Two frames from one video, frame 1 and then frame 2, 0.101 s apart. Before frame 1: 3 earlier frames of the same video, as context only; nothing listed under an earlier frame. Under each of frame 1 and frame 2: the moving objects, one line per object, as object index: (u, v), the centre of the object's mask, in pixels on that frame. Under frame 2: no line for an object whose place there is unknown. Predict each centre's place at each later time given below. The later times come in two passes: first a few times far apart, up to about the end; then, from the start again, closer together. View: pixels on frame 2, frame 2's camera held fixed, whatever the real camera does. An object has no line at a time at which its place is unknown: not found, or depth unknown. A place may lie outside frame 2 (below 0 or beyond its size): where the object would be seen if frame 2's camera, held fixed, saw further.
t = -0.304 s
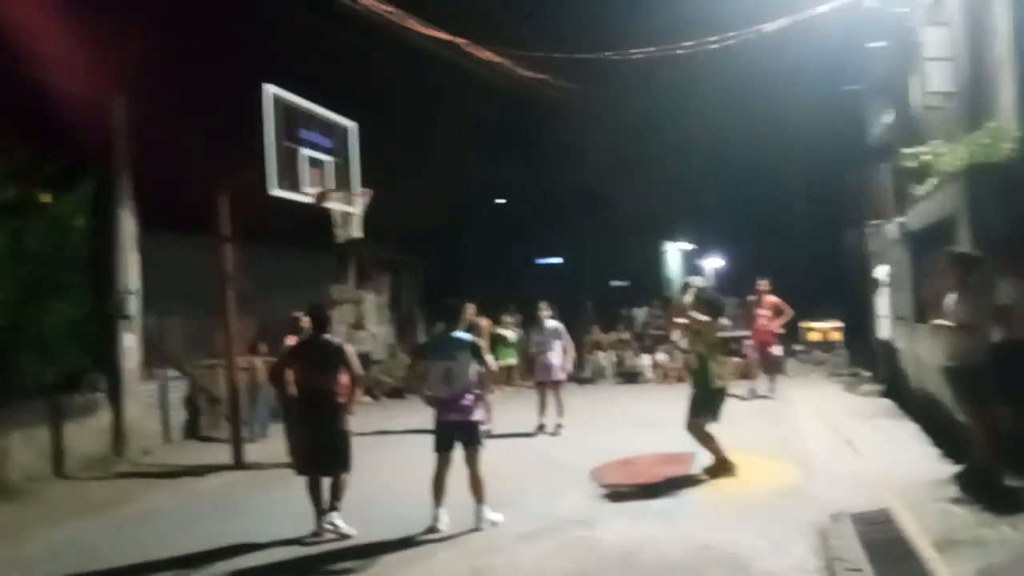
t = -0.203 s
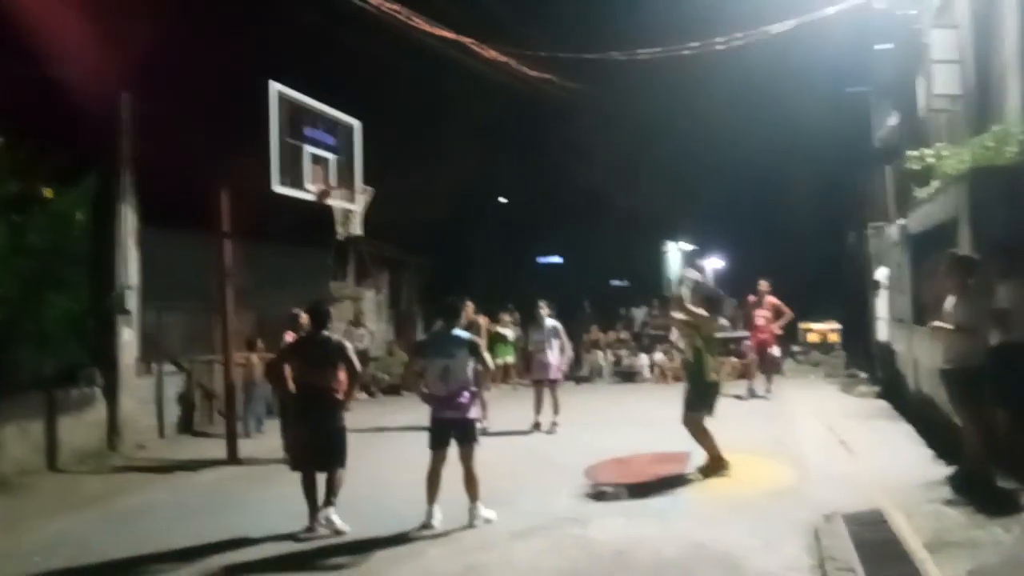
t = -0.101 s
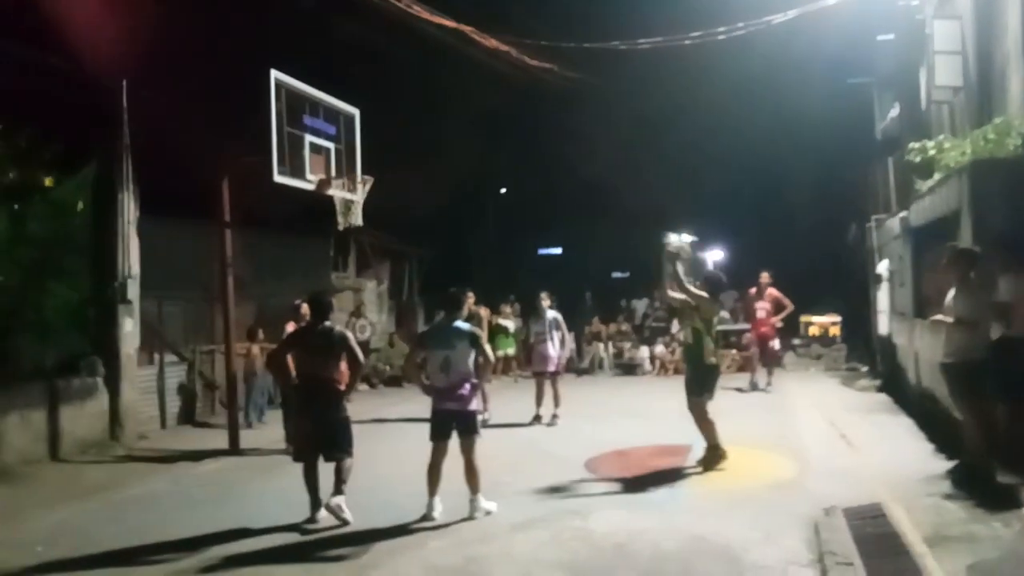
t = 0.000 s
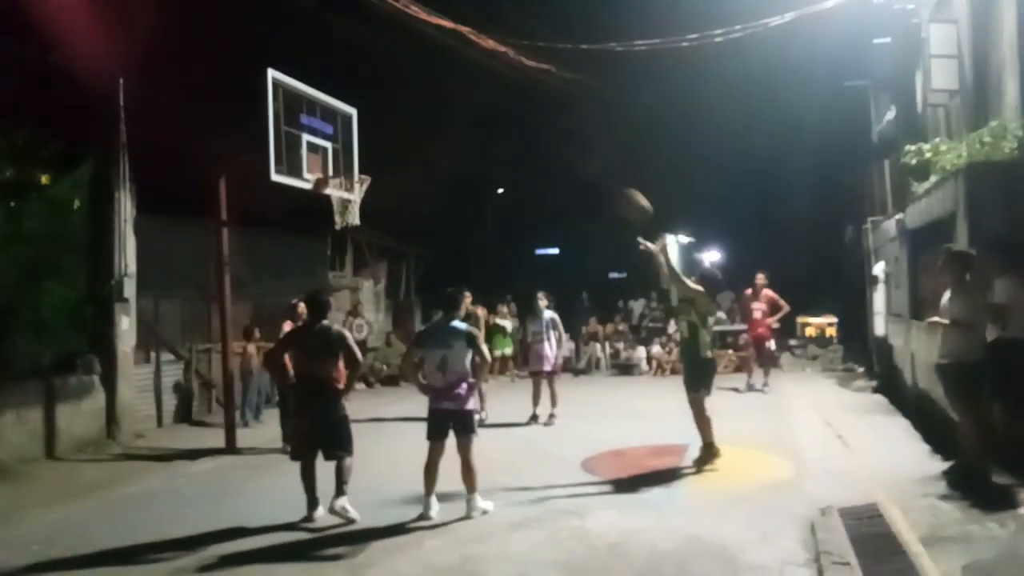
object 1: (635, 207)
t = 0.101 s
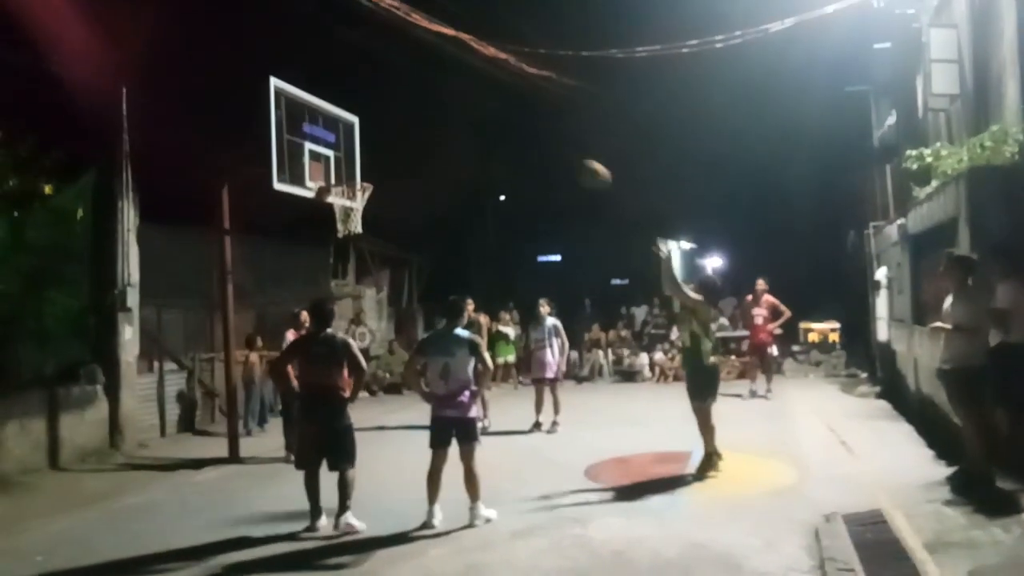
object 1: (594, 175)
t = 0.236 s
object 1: (540, 142)
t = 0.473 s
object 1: (451, 125)
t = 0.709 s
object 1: (369, 161)
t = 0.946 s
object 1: (386, 164)
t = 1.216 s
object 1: (456, 185)
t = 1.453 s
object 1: (529, 275)
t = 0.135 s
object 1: (580, 166)
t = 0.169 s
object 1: (567, 156)
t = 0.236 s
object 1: (540, 142)
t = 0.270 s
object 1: (528, 137)
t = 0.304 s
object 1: (514, 131)
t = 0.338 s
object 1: (502, 128)
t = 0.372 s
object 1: (489, 126)
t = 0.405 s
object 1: (476, 124)
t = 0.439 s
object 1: (464, 124)
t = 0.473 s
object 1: (451, 125)
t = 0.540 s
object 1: (428, 130)
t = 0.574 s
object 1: (417, 134)
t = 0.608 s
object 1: (405, 139)
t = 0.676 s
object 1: (383, 151)
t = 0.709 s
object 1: (369, 161)
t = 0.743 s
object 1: (362, 168)
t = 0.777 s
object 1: (349, 176)
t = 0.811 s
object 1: (351, 176)
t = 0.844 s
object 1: (364, 173)
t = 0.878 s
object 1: (370, 171)
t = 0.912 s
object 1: (377, 168)
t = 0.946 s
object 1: (386, 164)
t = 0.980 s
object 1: (394, 163)
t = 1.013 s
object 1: (403, 163)
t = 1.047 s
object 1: (412, 164)
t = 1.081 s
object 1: (422, 166)
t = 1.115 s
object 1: (428, 170)
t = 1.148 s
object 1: (438, 174)
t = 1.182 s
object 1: (448, 179)
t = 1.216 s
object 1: (456, 185)
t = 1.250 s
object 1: (467, 194)
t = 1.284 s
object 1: (477, 203)
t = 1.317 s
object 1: (488, 213)
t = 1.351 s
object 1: (498, 226)
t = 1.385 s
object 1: (507, 240)
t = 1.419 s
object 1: (519, 255)
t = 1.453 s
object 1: (529, 275)
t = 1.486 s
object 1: (539, 288)
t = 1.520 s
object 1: (553, 304)
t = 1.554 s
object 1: (566, 330)
